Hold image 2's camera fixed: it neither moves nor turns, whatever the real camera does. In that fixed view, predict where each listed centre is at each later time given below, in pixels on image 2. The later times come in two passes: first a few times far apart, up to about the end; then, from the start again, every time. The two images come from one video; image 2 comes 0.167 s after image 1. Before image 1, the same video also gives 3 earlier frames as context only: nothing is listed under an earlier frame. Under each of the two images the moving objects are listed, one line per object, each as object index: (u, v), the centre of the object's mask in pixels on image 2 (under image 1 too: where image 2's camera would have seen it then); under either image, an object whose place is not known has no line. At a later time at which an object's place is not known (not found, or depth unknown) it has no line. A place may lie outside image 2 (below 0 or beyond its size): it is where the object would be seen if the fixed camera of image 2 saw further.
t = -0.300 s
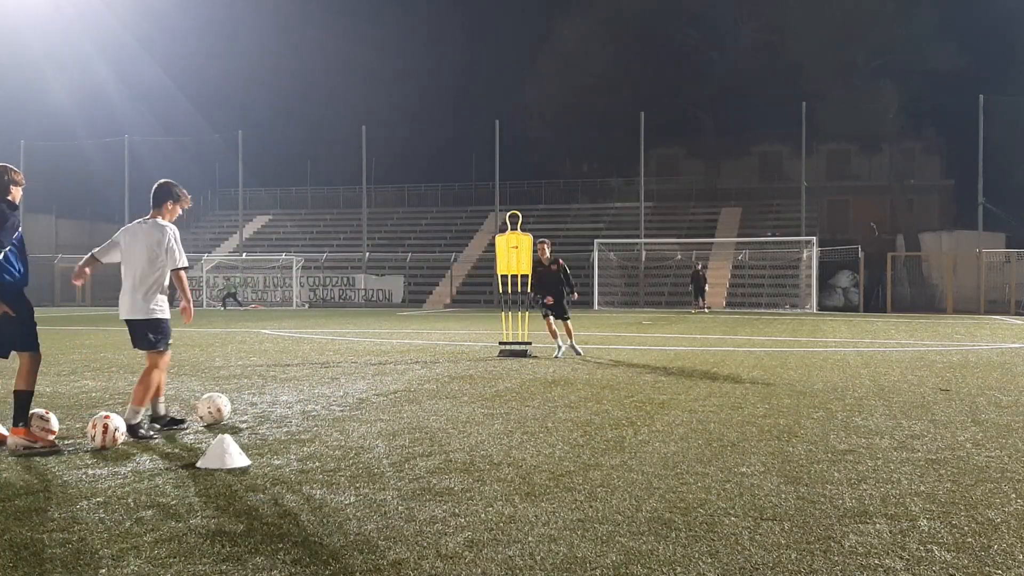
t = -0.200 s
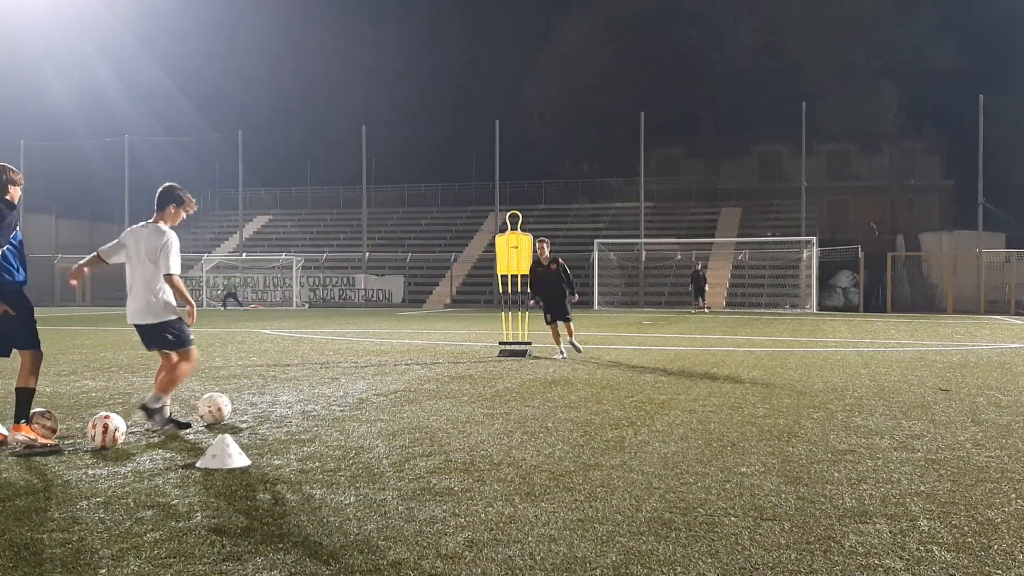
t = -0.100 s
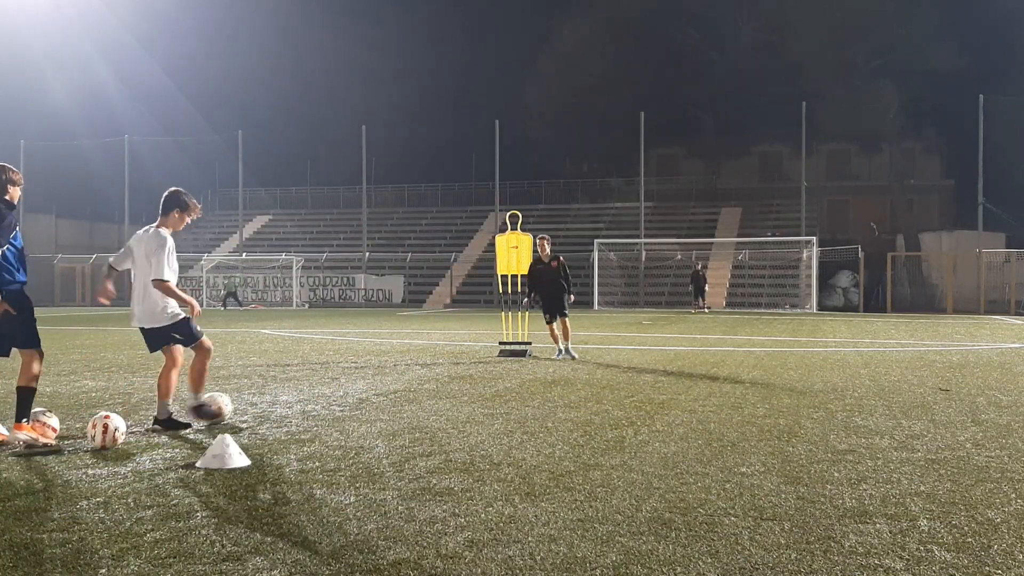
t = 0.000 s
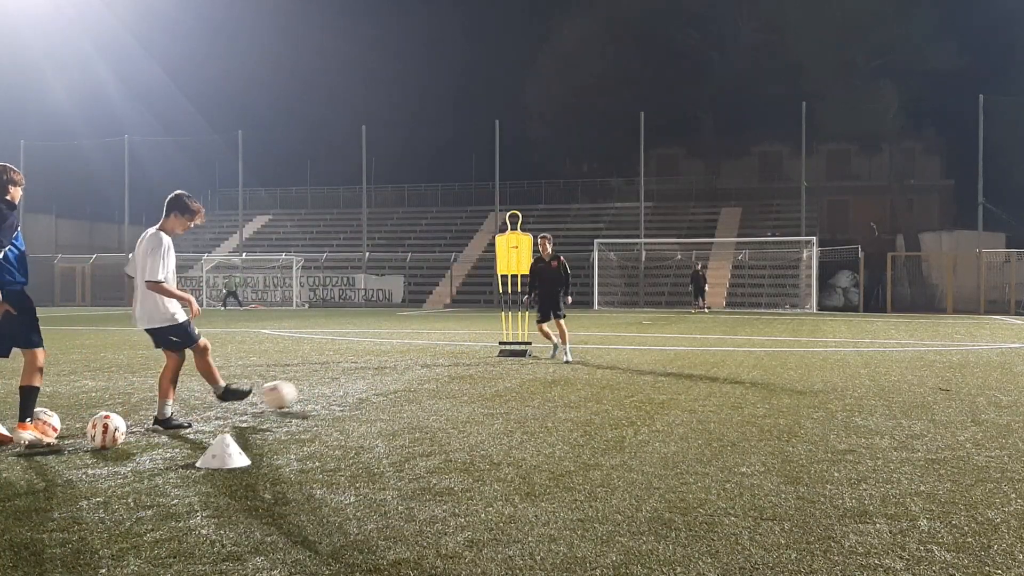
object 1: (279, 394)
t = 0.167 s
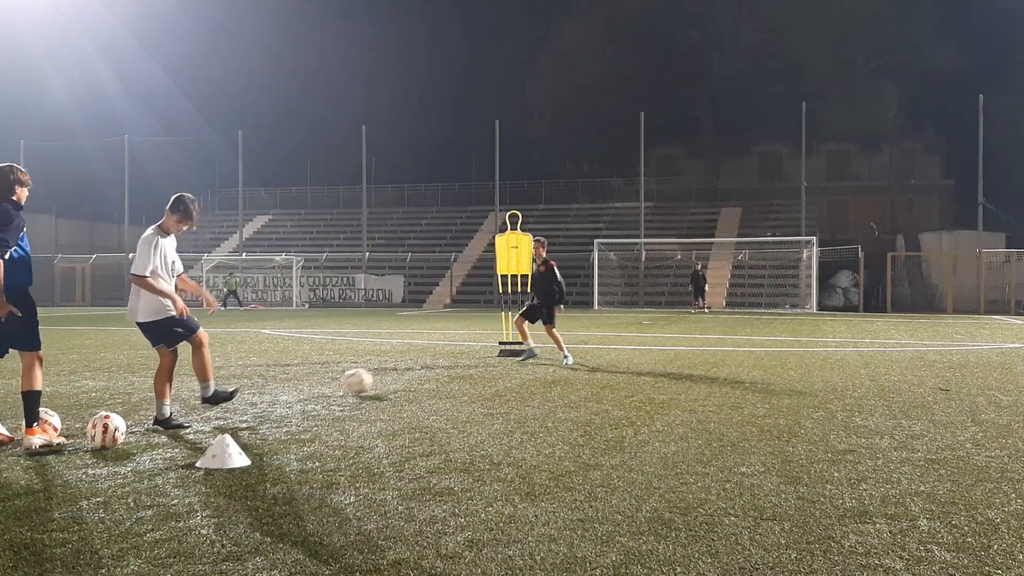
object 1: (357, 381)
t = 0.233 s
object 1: (383, 378)
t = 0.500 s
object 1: (451, 365)
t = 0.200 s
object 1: (371, 380)
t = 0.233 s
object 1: (383, 378)
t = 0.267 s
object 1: (394, 376)
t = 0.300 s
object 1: (404, 375)
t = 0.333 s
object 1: (413, 373)
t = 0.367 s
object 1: (422, 370)
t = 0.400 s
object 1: (430, 368)
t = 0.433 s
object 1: (437, 367)
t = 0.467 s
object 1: (445, 366)
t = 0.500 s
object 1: (451, 365)
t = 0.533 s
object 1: (457, 363)
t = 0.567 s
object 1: (462, 362)
